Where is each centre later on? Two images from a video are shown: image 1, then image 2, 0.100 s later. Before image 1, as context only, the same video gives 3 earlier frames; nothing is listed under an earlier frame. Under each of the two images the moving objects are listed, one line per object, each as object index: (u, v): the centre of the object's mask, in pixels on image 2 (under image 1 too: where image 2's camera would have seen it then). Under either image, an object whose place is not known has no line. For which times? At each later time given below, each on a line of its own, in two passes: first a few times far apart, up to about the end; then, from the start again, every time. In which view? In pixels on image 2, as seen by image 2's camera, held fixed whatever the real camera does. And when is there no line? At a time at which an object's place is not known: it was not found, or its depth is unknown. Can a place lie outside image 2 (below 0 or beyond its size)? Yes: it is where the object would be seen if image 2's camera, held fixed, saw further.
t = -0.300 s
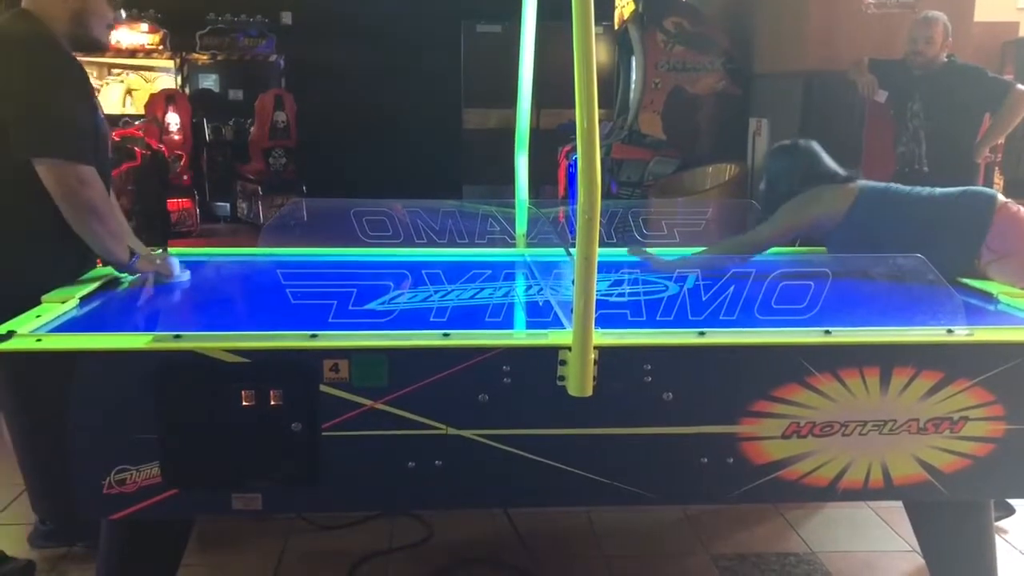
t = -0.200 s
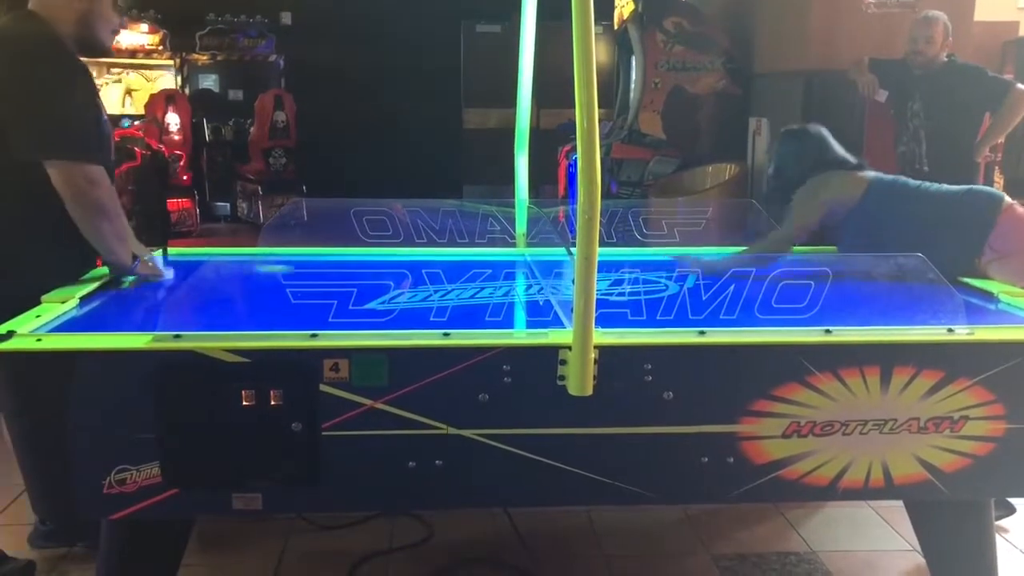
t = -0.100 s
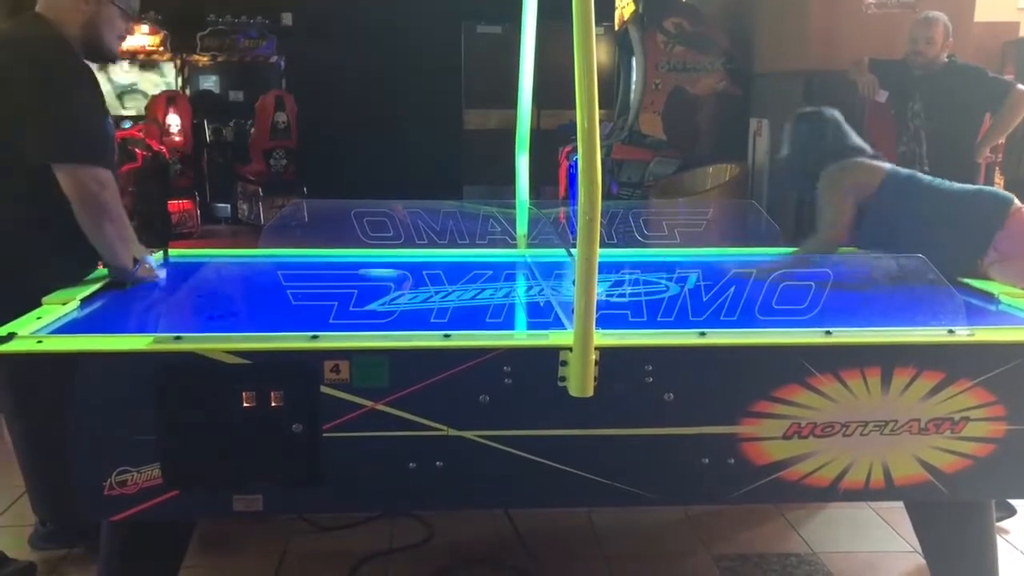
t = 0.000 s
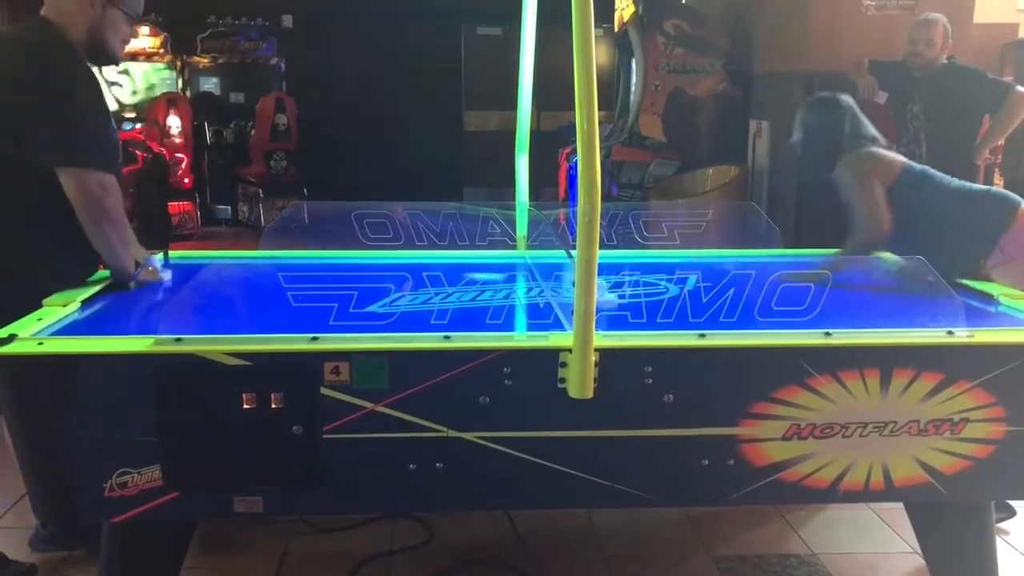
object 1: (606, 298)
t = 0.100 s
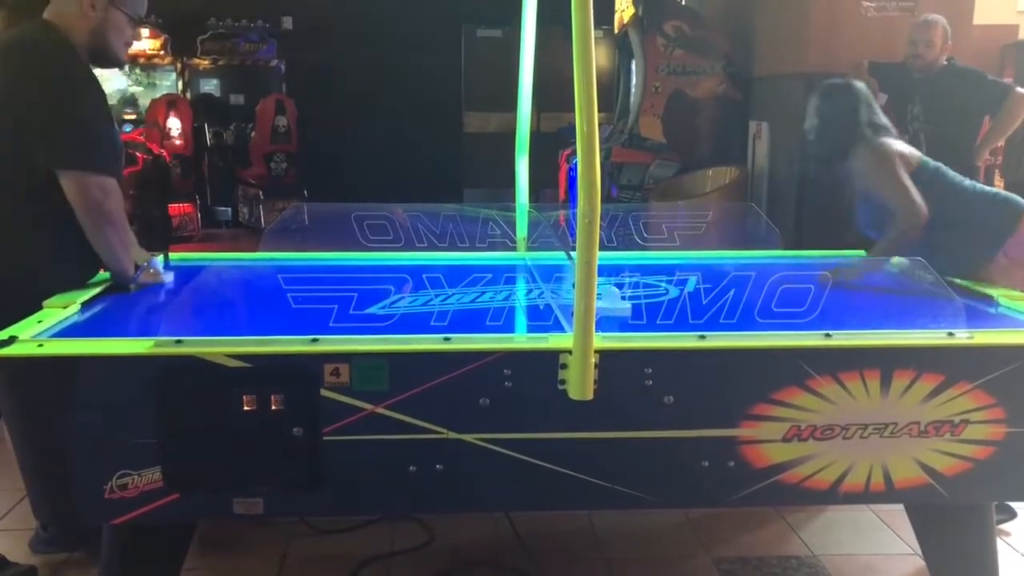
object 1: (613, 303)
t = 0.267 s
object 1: (634, 314)
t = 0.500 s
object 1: (661, 322)
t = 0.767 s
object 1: (656, 320)
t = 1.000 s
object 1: (651, 313)
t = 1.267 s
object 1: (646, 306)
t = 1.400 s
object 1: (644, 302)
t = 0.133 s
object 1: (616, 306)
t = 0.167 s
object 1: (621, 309)
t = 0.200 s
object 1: (624, 310)
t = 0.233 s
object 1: (629, 312)
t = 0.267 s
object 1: (634, 314)
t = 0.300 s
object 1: (639, 317)
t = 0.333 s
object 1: (644, 320)
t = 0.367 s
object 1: (648, 320)
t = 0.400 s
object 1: (653, 322)
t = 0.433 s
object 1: (659, 323)
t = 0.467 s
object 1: (661, 323)
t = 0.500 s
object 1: (661, 322)
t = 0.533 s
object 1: (660, 322)
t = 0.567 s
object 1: (660, 322)
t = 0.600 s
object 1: (659, 322)
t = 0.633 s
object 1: (659, 321)
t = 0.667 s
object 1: (658, 321)
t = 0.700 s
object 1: (657, 320)
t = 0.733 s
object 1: (657, 320)
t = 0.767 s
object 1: (656, 320)
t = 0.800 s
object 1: (655, 319)
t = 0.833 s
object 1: (655, 318)
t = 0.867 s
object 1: (654, 317)
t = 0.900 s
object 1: (654, 315)
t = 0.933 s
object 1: (653, 315)
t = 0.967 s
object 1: (652, 313)
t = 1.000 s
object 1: (651, 313)
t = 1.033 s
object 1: (651, 312)
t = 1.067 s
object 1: (650, 311)
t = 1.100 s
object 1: (649, 311)
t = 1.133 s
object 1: (649, 310)
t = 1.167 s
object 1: (648, 309)
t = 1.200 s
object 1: (648, 309)
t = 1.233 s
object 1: (647, 308)
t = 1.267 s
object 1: (646, 306)
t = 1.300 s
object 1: (646, 305)
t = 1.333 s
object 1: (645, 304)
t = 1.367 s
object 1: (645, 304)
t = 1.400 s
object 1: (644, 302)
